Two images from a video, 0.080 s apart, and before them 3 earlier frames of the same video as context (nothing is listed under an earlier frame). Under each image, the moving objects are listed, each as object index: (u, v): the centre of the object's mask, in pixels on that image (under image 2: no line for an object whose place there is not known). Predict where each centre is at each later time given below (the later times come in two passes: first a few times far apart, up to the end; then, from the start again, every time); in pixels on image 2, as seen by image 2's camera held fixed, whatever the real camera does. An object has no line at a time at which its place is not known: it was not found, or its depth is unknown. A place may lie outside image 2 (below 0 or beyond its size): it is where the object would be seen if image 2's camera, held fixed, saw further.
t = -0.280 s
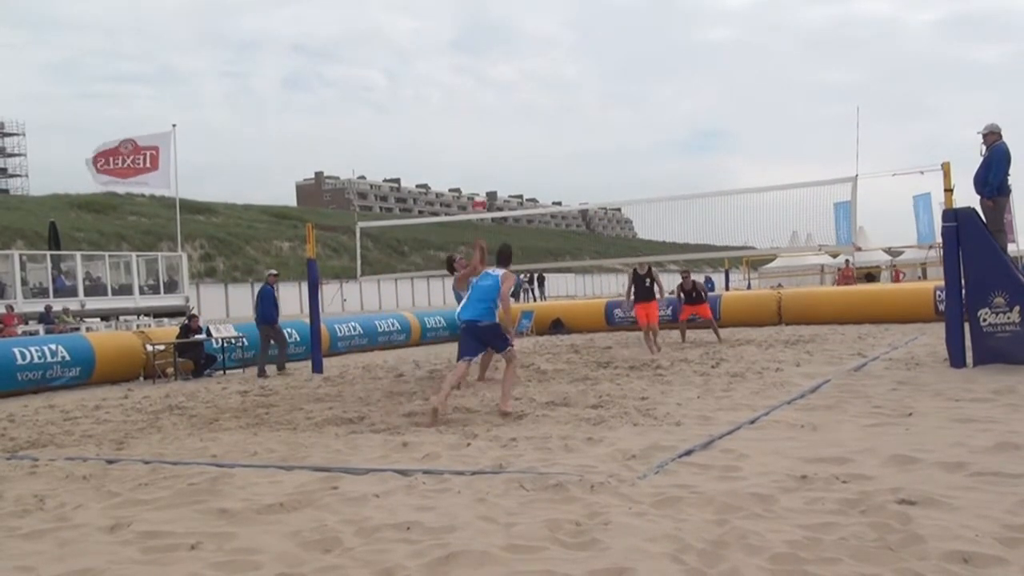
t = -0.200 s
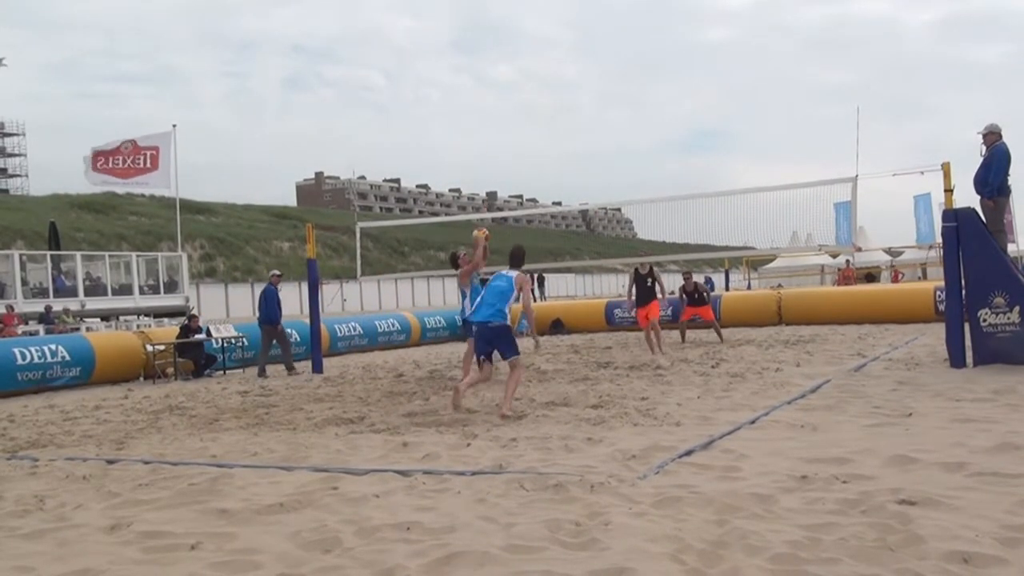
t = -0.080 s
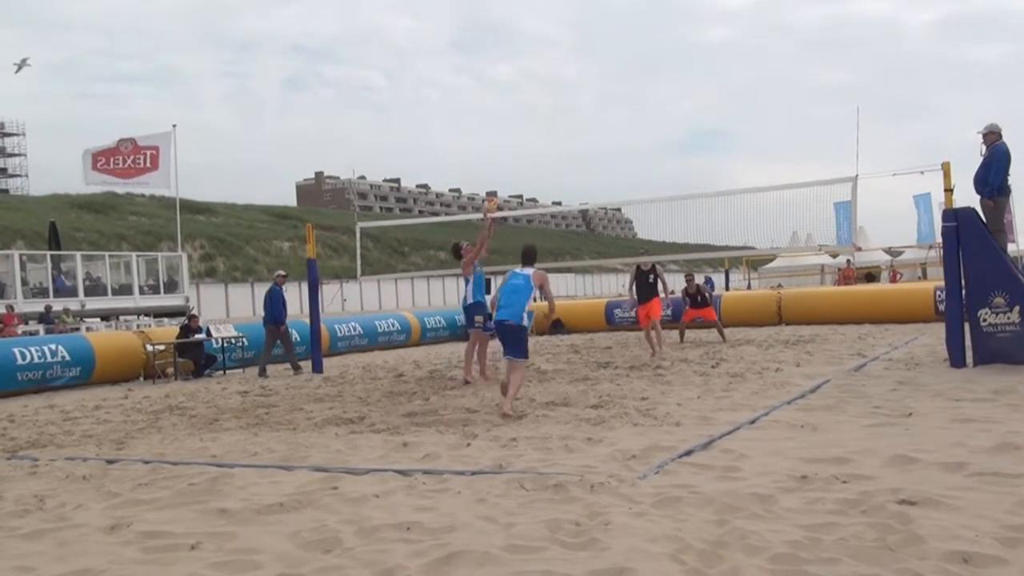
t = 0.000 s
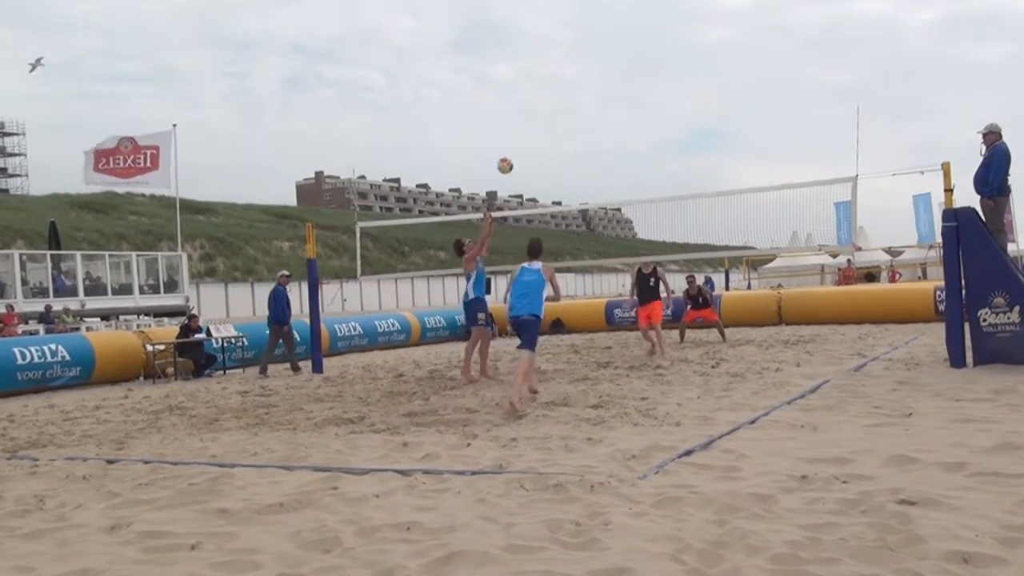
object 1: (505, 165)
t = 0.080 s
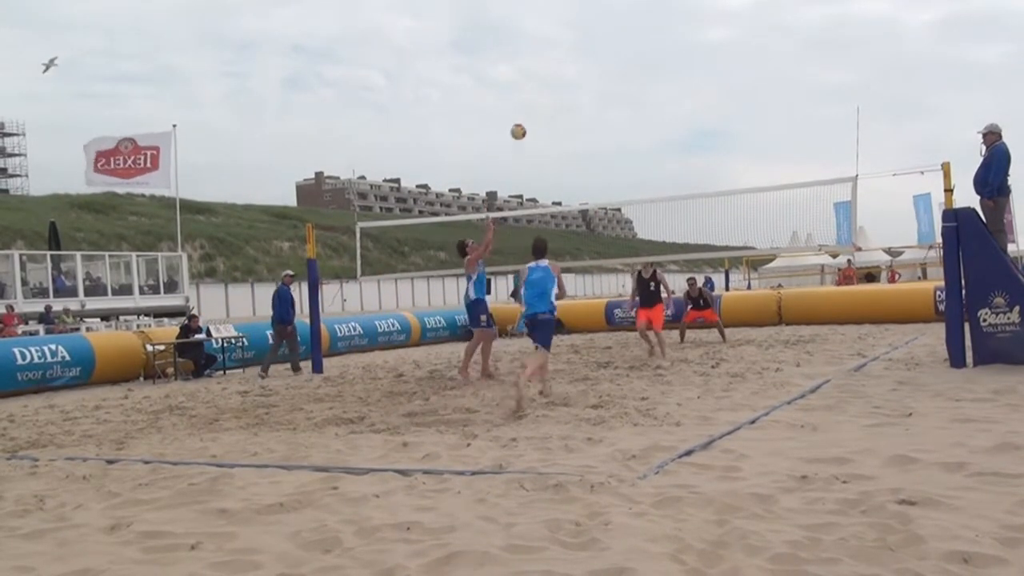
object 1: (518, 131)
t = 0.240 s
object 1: (543, 78)
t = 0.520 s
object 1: (578, 35)
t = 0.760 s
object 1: (601, 50)
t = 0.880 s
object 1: (611, 72)
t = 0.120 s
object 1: (524, 116)
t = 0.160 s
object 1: (531, 102)
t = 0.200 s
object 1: (537, 89)
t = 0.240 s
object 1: (543, 78)
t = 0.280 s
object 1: (548, 67)
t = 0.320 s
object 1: (554, 58)
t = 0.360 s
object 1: (559, 51)
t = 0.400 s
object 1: (564, 45)
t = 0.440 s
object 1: (569, 40)
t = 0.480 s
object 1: (574, 37)
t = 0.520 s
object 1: (578, 35)
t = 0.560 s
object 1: (582, 35)
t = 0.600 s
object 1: (586, 35)
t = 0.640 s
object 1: (590, 37)
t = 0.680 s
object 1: (594, 41)
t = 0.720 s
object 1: (597, 45)
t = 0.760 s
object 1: (601, 50)
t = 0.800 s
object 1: (605, 56)
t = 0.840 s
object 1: (608, 64)
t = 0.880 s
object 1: (611, 72)
